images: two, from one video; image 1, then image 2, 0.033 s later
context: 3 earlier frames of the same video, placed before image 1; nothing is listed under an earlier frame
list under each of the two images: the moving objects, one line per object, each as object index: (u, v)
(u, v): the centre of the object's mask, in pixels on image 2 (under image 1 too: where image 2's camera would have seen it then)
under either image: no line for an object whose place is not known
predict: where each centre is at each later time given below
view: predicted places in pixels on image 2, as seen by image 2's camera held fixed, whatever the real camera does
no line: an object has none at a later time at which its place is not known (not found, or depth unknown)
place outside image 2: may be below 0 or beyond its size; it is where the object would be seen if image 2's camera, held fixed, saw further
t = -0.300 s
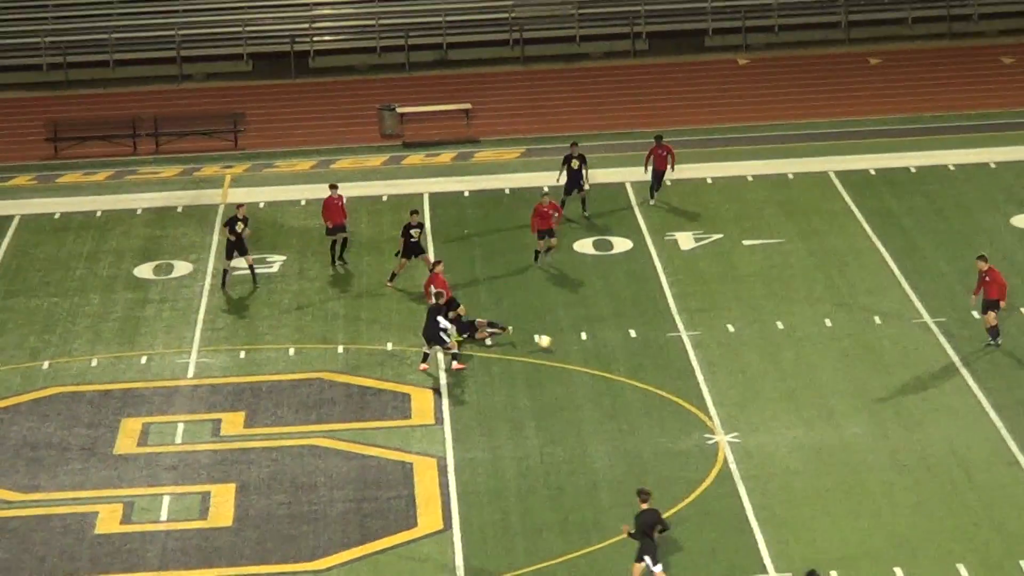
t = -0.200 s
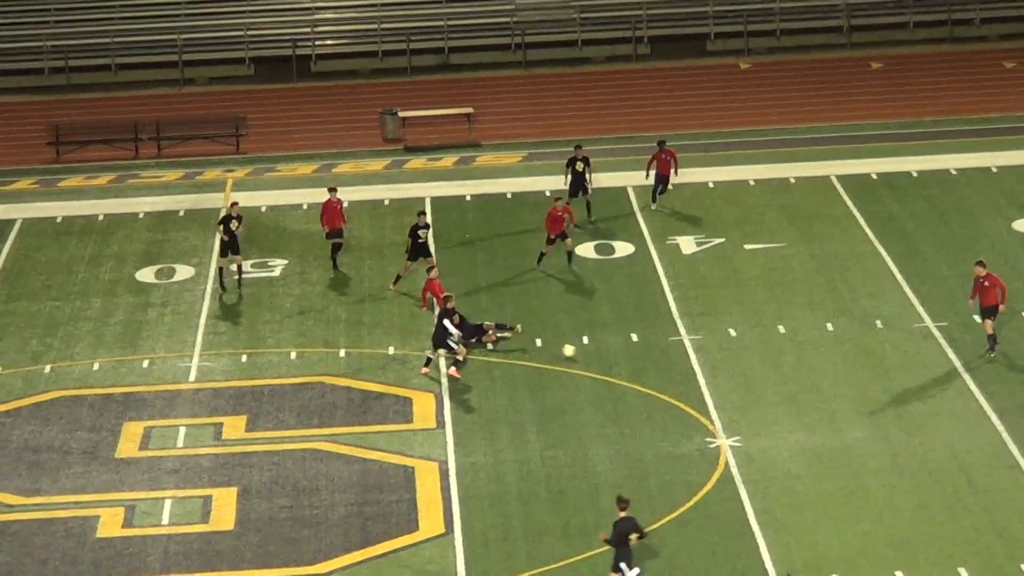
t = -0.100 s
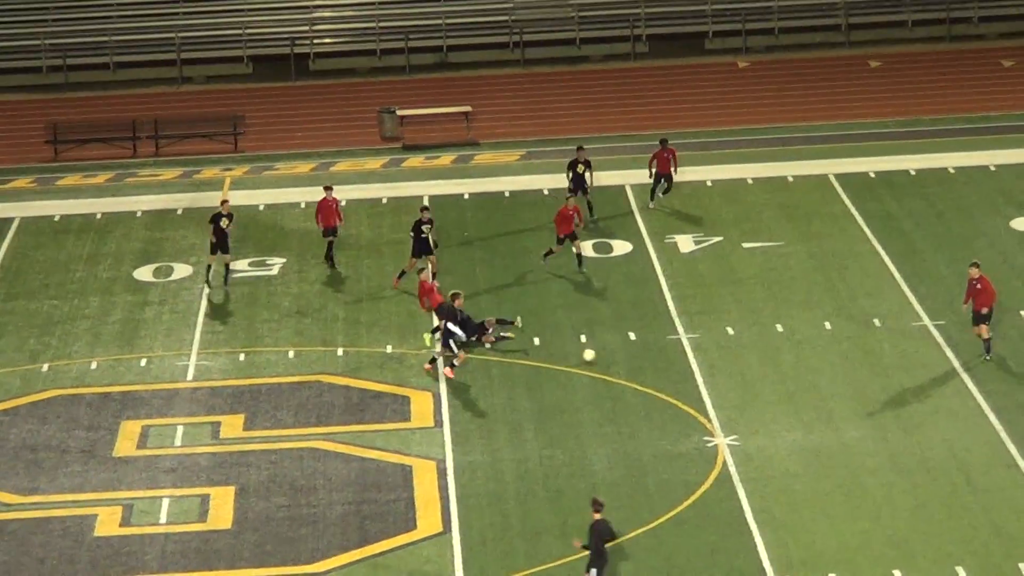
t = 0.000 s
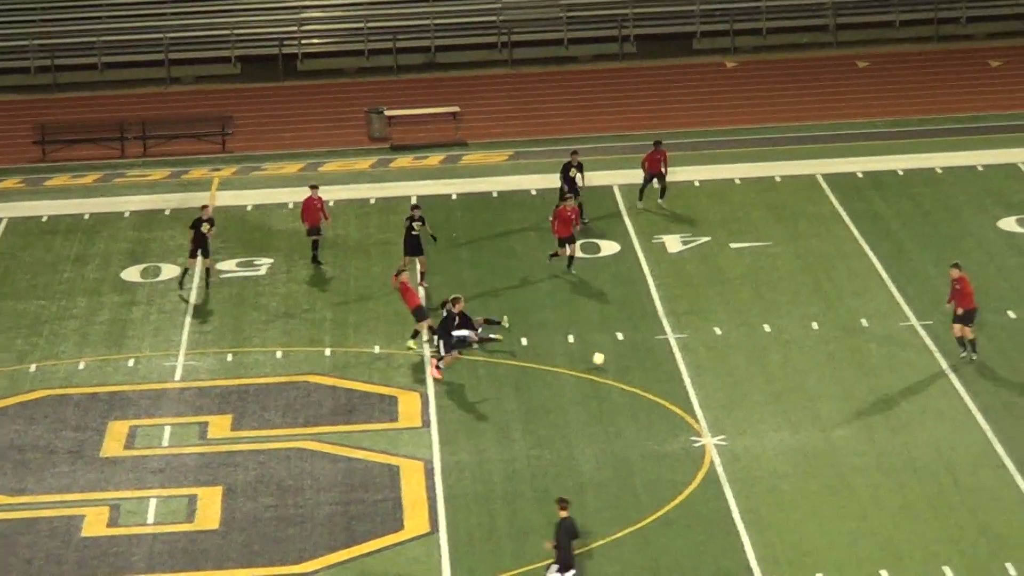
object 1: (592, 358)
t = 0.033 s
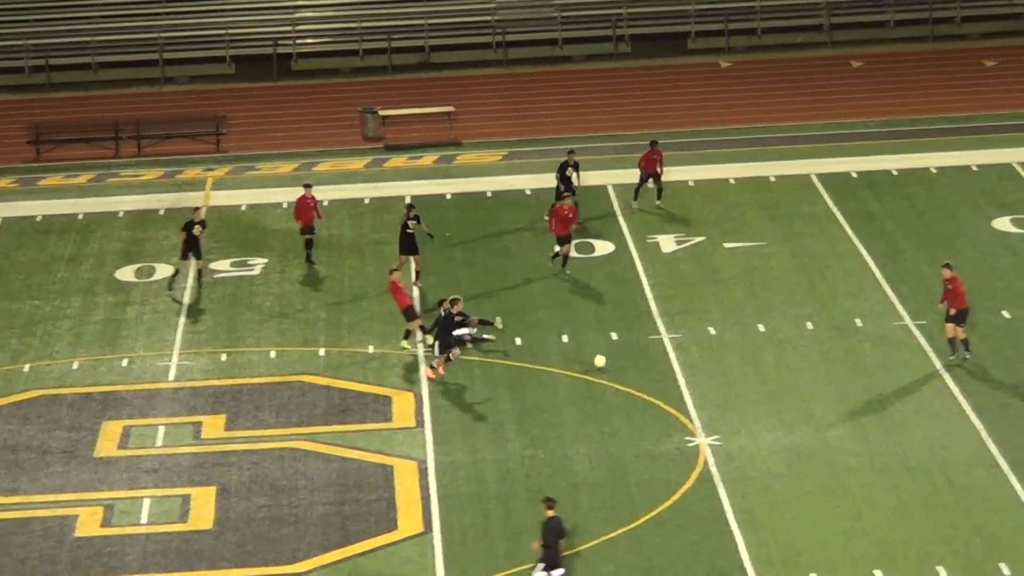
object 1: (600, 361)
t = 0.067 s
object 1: (607, 364)
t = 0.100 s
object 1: (614, 364)
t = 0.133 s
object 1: (621, 364)
